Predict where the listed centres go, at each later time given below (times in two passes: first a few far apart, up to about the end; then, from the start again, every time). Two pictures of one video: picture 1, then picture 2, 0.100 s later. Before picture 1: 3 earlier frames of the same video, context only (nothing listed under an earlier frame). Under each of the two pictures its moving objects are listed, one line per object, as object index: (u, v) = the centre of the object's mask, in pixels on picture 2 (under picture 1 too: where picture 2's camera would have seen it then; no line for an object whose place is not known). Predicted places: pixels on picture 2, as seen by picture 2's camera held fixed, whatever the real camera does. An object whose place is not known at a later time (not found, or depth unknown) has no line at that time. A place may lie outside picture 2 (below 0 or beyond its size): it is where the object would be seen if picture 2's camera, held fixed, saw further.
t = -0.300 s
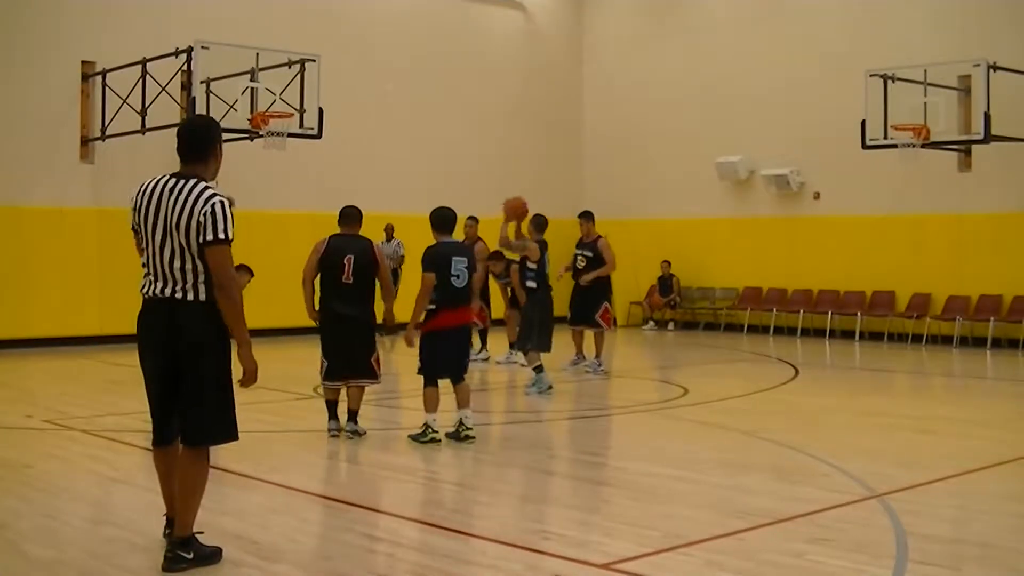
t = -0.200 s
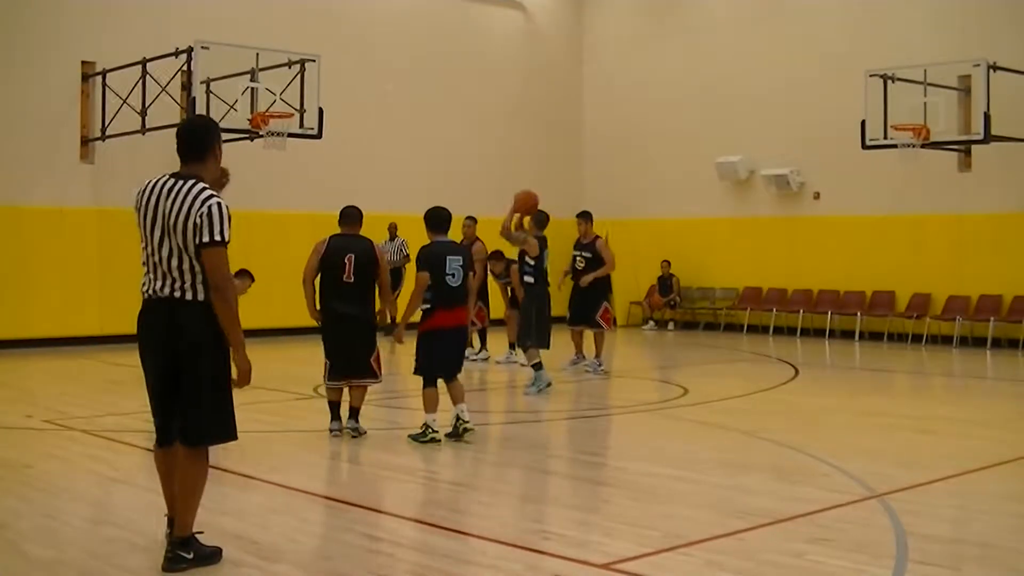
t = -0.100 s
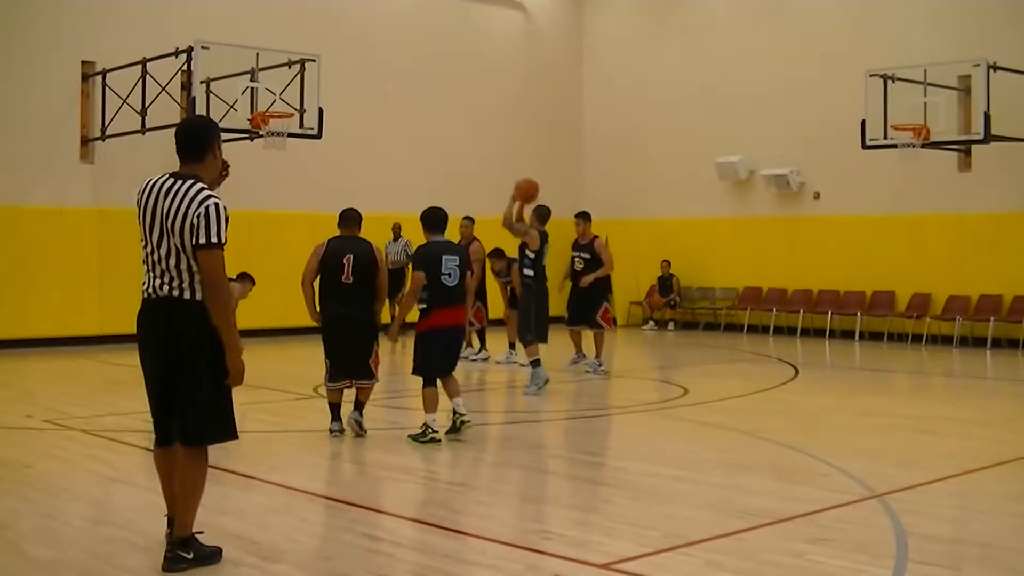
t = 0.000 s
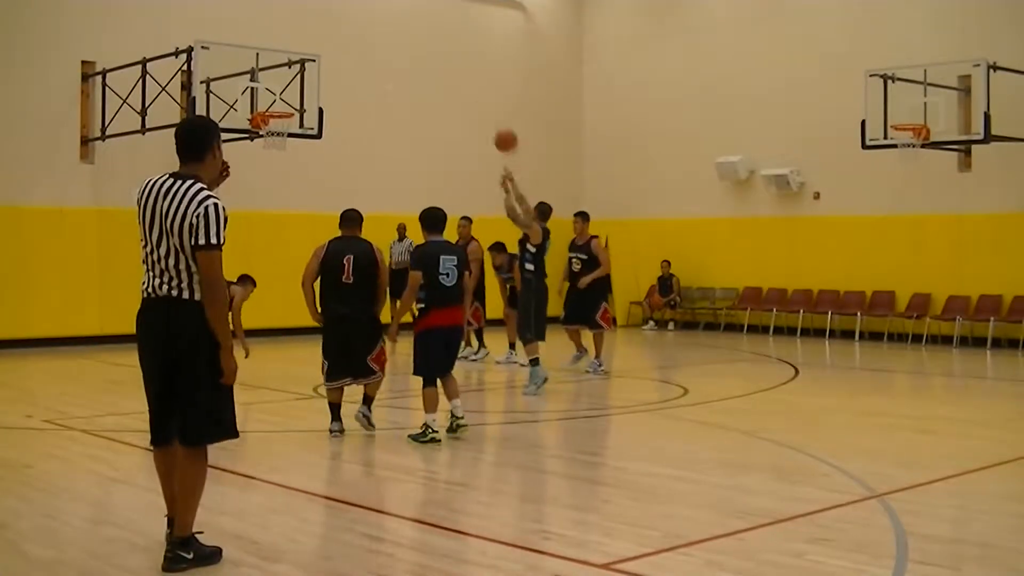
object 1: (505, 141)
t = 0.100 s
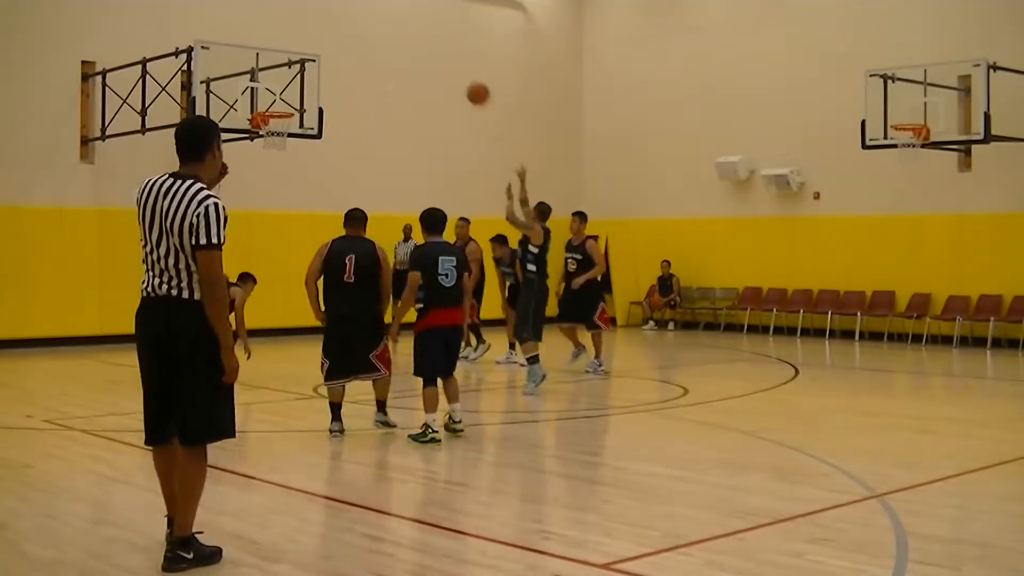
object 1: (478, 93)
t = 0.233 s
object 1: (443, 49)
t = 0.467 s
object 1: (388, 15)
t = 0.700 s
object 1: (338, 28)
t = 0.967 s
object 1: (286, 94)
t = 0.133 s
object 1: (469, 80)
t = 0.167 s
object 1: (460, 68)
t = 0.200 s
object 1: (452, 58)
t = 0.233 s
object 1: (443, 49)
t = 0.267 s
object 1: (435, 41)
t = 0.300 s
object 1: (427, 34)
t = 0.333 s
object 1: (419, 28)
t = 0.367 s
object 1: (411, 23)
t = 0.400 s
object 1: (403, 19)
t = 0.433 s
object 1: (395, 16)
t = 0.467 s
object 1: (388, 15)
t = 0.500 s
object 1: (380, 14)
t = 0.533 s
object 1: (373, 14)
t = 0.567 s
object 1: (365, 15)
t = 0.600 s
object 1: (359, 17)
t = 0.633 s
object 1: (352, 20)
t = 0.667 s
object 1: (345, 24)
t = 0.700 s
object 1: (338, 28)
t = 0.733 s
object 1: (331, 34)
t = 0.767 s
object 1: (325, 40)
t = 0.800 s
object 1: (318, 47)
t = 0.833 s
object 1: (312, 55)
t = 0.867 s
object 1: (306, 63)
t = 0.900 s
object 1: (299, 73)
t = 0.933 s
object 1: (293, 83)
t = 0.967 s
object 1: (286, 94)
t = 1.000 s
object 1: (281, 105)
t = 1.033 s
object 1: (274, 121)
